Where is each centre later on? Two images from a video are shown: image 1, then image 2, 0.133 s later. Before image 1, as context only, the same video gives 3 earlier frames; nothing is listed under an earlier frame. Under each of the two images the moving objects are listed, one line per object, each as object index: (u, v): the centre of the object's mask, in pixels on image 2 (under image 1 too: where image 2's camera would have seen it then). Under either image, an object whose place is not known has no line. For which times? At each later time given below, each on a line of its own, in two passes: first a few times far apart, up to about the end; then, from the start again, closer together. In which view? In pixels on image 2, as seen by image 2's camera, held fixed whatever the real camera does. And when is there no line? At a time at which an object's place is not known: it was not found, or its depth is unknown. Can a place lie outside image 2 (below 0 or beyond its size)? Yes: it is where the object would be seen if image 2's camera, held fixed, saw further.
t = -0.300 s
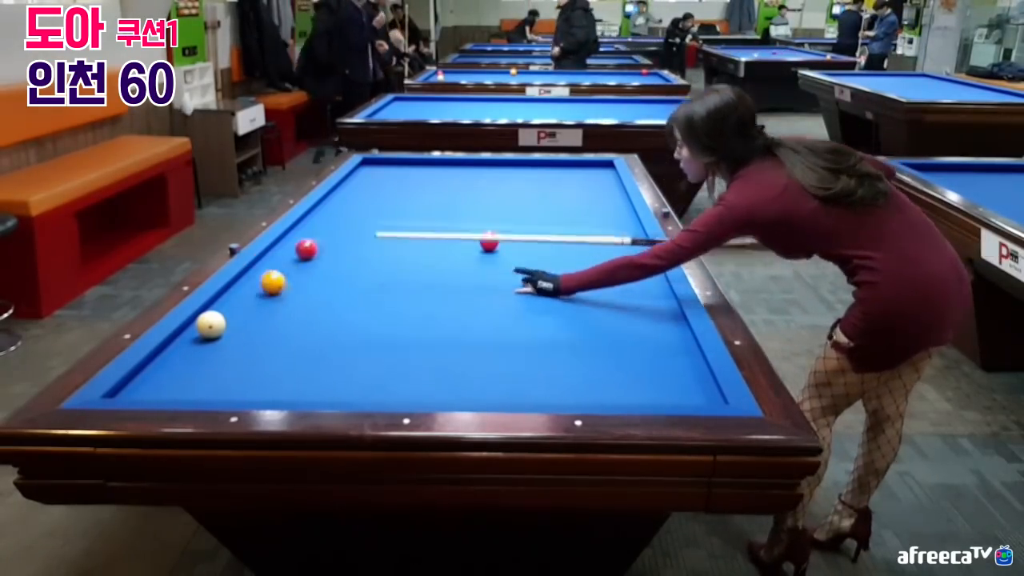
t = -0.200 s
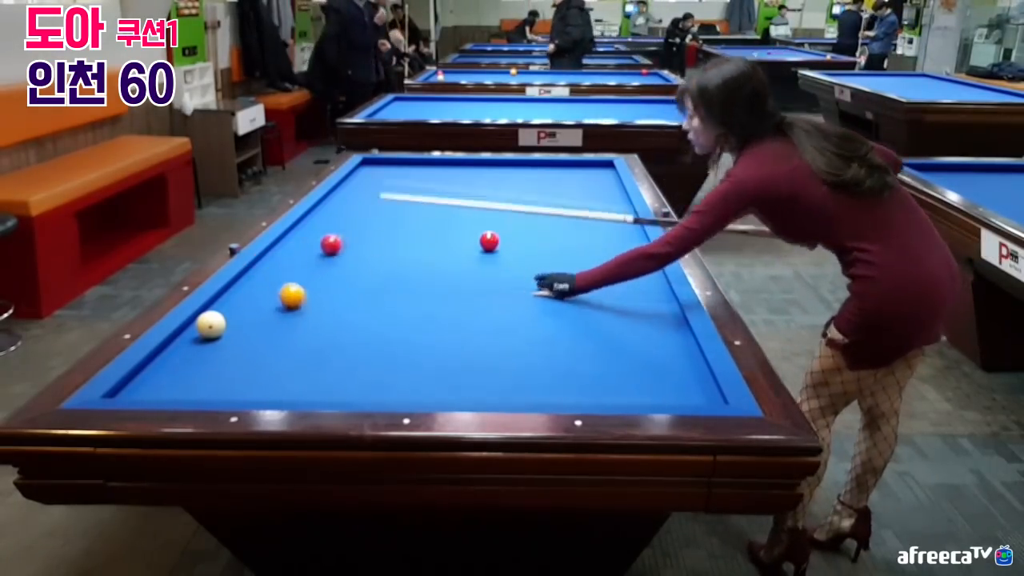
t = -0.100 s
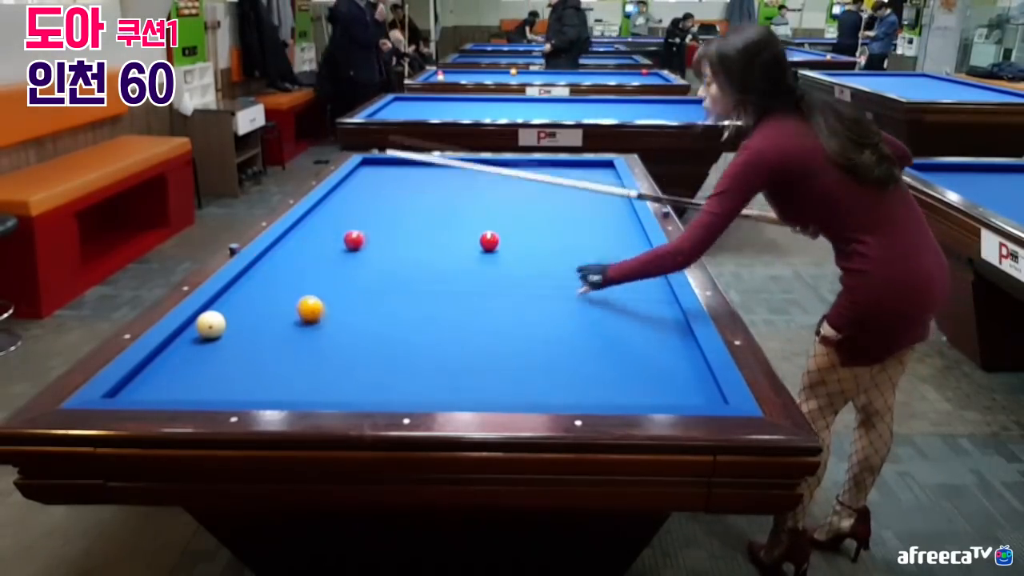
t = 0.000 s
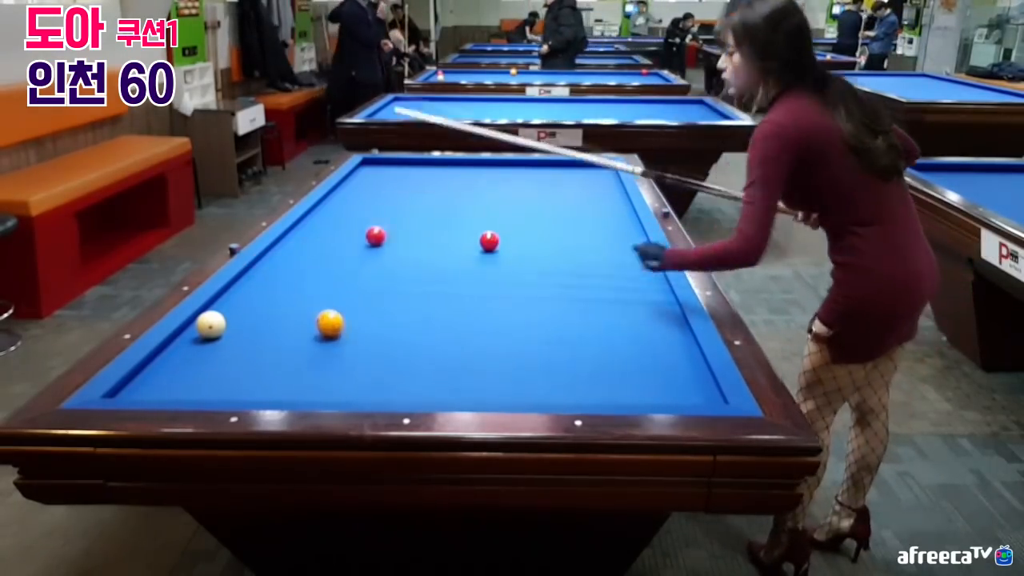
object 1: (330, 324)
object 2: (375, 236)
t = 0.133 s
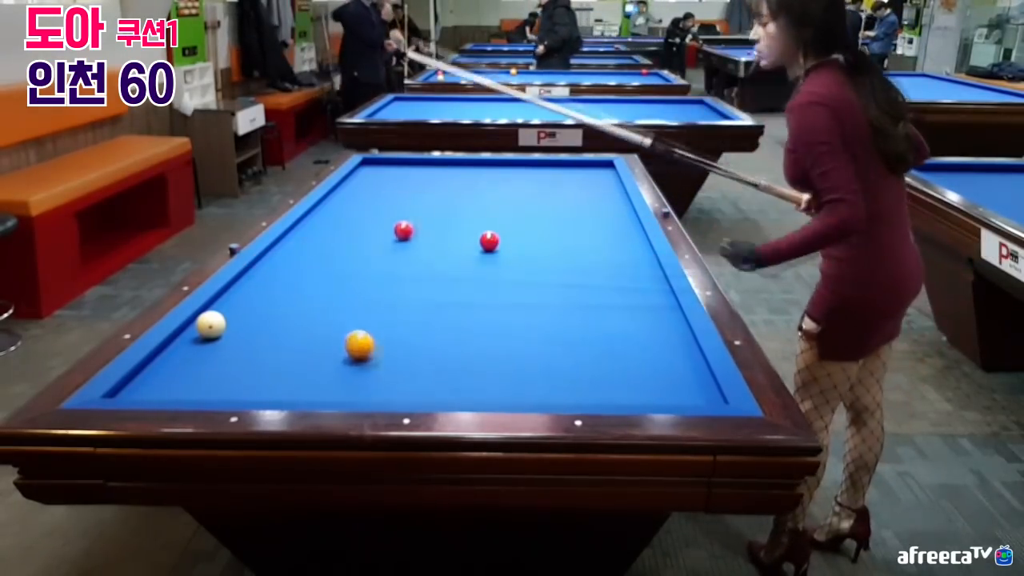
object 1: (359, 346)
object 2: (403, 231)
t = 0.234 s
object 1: (384, 364)
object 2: (423, 227)
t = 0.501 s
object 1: (470, 383)
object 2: (472, 217)
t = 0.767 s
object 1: (564, 354)
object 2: (517, 208)
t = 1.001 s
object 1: (632, 334)
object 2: (550, 202)
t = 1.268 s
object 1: (650, 312)
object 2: (587, 195)
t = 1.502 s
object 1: (604, 292)
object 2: (617, 188)
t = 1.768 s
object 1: (563, 275)
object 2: (597, 185)
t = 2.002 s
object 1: (531, 261)
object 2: (581, 182)
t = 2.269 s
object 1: (498, 248)
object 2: (564, 178)
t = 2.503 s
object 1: (483, 246)
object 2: (549, 175)
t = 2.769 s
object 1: (467, 244)
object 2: (534, 172)
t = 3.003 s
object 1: (454, 243)
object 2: (521, 170)
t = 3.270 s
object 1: (439, 241)
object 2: (507, 167)
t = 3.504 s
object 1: (428, 239)
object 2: (496, 165)
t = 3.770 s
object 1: (417, 238)
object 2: (485, 163)
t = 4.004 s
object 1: (406, 237)
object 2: (474, 162)
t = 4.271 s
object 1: (395, 236)
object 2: (466, 162)
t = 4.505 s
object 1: (387, 235)
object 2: (459, 163)
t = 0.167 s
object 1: (366, 351)
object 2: (410, 229)
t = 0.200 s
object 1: (375, 357)
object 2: (416, 228)
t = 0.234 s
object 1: (384, 364)
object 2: (423, 227)
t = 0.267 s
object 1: (392, 369)
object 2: (429, 226)
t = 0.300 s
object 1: (400, 376)
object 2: (435, 224)
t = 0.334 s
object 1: (410, 382)
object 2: (442, 223)
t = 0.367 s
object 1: (421, 388)
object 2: (449, 222)
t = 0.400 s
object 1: (429, 391)
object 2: (454, 221)
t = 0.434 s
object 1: (443, 390)
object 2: (460, 220)
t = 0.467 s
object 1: (456, 387)
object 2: (466, 219)
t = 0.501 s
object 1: (470, 383)
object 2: (472, 217)
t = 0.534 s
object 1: (483, 379)
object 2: (478, 216)
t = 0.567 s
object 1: (495, 375)
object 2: (484, 215)
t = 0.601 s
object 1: (507, 372)
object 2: (489, 214)
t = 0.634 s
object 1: (519, 368)
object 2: (495, 213)
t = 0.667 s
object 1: (531, 364)
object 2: (501, 212)
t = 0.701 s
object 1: (541, 361)
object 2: (505, 211)
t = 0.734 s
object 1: (553, 358)
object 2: (510, 210)
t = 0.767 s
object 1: (564, 354)
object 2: (517, 208)
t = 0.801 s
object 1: (573, 352)
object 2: (521, 208)
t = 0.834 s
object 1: (585, 348)
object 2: (526, 206)
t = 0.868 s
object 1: (593, 346)
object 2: (531, 206)
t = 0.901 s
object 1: (604, 343)
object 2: (536, 205)
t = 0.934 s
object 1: (614, 339)
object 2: (541, 203)
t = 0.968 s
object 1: (622, 337)
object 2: (545, 203)
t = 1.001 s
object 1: (632, 334)
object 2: (550, 202)
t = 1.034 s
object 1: (642, 331)
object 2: (556, 201)
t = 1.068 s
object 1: (652, 328)
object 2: (561, 200)
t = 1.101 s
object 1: (659, 326)
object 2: (564, 199)
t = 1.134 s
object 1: (669, 323)
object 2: (569, 198)
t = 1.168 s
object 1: (675, 321)
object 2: (574, 197)
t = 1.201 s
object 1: (666, 317)
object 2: (578, 196)
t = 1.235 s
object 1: (657, 314)
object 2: (583, 195)
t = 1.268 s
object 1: (650, 312)
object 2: (587, 195)
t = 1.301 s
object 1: (641, 308)
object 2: (593, 194)
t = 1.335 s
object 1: (636, 306)
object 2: (596, 193)
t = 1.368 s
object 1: (630, 304)
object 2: (600, 192)
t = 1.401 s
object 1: (622, 300)
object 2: (605, 191)
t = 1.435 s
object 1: (617, 298)
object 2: (609, 190)
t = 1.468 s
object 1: (611, 295)
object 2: (613, 189)
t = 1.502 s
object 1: (604, 292)
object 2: (617, 188)
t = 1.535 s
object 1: (600, 291)
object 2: (616, 188)
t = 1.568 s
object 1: (594, 288)
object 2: (612, 187)
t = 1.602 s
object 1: (588, 285)
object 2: (609, 187)
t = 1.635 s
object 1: (584, 283)
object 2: (607, 186)
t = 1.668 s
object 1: (578, 281)
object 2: (604, 186)
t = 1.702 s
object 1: (574, 280)
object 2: (602, 186)
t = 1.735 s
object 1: (568, 277)
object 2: (599, 185)
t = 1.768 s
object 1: (563, 275)
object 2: (597, 185)
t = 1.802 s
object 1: (557, 273)
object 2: (594, 184)
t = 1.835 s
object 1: (553, 271)
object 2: (592, 184)
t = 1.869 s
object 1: (548, 269)
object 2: (590, 183)
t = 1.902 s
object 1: (543, 267)
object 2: (587, 183)
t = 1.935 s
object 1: (539, 265)
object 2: (585, 183)
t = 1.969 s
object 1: (535, 263)
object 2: (583, 182)
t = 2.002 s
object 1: (531, 261)
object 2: (581, 182)
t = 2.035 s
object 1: (526, 259)
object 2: (578, 181)
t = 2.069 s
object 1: (522, 258)
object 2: (576, 181)
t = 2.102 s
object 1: (518, 256)
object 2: (574, 181)
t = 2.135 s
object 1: (514, 254)
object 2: (572, 180)
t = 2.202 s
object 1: (505, 250)
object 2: (567, 179)
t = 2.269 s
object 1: (498, 248)
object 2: (564, 178)
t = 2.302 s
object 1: (495, 247)
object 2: (562, 178)
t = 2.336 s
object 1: (494, 247)
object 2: (560, 178)
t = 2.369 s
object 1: (491, 247)
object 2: (557, 177)
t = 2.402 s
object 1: (489, 246)
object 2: (556, 176)
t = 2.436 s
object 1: (487, 246)
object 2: (553, 176)
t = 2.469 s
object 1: (485, 246)
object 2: (551, 176)
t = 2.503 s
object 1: (483, 246)
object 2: (549, 175)
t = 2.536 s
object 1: (481, 245)
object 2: (547, 175)
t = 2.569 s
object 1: (479, 245)
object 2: (545, 175)
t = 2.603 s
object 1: (477, 245)
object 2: (544, 174)
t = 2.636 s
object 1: (475, 245)
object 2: (542, 174)
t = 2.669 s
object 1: (473, 245)
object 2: (540, 174)
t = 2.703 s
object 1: (472, 244)
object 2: (538, 173)
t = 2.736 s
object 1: (469, 244)
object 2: (536, 173)
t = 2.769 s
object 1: (467, 244)
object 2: (534, 172)
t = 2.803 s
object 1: (465, 243)
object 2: (532, 172)
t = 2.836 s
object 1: (463, 243)
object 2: (530, 171)
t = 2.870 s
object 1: (461, 243)
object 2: (528, 171)
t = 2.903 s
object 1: (459, 243)
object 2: (526, 171)
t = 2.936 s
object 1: (457, 243)
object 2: (524, 170)
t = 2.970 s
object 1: (455, 243)
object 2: (523, 170)
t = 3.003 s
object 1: (454, 243)
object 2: (521, 170)
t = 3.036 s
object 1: (452, 243)
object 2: (520, 170)
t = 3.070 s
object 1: (450, 242)
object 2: (518, 169)
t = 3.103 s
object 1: (448, 242)
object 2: (516, 169)
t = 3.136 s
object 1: (447, 242)
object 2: (514, 169)
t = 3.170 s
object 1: (445, 242)
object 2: (512, 168)
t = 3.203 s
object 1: (444, 242)
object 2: (511, 168)
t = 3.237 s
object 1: (442, 241)
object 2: (510, 168)
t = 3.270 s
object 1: (439, 241)
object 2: (507, 167)
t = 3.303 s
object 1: (439, 241)
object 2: (507, 167)
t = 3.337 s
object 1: (436, 241)
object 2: (505, 167)
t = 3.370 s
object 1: (435, 240)
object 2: (503, 166)
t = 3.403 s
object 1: (433, 240)
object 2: (501, 166)
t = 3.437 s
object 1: (431, 240)
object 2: (500, 166)
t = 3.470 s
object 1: (430, 240)
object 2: (498, 165)
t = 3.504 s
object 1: (428, 239)
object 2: (496, 165)
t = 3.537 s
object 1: (427, 239)
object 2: (495, 165)
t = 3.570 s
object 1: (425, 239)
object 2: (493, 165)
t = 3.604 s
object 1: (423, 239)
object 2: (491, 164)
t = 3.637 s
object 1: (423, 239)
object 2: (491, 164)
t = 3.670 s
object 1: (421, 239)
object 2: (489, 164)
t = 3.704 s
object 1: (419, 238)
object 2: (487, 163)
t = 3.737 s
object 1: (418, 238)
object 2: (486, 163)
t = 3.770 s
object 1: (417, 238)
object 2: (485, 163)
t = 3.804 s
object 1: (415, 238)
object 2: (484, 163)
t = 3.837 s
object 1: (414, 238)
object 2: (482, 163)
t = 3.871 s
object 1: (412, 238)
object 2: (480, 162)
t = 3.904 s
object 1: (410, 238)
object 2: (479, 162)
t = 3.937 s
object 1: (409, 237)
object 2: (477, 162)
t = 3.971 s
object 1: (408, 237)
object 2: (476, 162)
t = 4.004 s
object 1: (406, 237)
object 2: (474, 162)
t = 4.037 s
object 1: (405, 237)
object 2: (474, 162)
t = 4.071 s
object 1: (403, 237)
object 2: (473, 162)
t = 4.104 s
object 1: (402, 237)
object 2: (472, 162)
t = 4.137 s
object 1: (401, 237)
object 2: (470, 162)
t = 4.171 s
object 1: (400, 237)
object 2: (469, 162)
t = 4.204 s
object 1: (398, 237)
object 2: (468, 162)
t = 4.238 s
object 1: (397, 236)
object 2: (467, 162)
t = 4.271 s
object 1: (395, 236)
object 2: (466, 162)
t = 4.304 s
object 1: (394, 236)
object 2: (465, 162)
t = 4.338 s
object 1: (393, 236)
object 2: (464, 162)
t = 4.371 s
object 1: (392, 236)
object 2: (463, 163)
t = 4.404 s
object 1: (391, 236)
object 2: (462, 163)
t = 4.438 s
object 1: (389, 236)
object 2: (461, 163)
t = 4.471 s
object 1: (388, 235)
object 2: (460, 163)
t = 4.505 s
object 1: (387, 235)
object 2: (459, 163)
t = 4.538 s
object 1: (386, 235)
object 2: (458, 163)
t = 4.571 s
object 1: (385, 235)
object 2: (457, 163)
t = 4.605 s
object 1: (384, 235)
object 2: (456, 163)
